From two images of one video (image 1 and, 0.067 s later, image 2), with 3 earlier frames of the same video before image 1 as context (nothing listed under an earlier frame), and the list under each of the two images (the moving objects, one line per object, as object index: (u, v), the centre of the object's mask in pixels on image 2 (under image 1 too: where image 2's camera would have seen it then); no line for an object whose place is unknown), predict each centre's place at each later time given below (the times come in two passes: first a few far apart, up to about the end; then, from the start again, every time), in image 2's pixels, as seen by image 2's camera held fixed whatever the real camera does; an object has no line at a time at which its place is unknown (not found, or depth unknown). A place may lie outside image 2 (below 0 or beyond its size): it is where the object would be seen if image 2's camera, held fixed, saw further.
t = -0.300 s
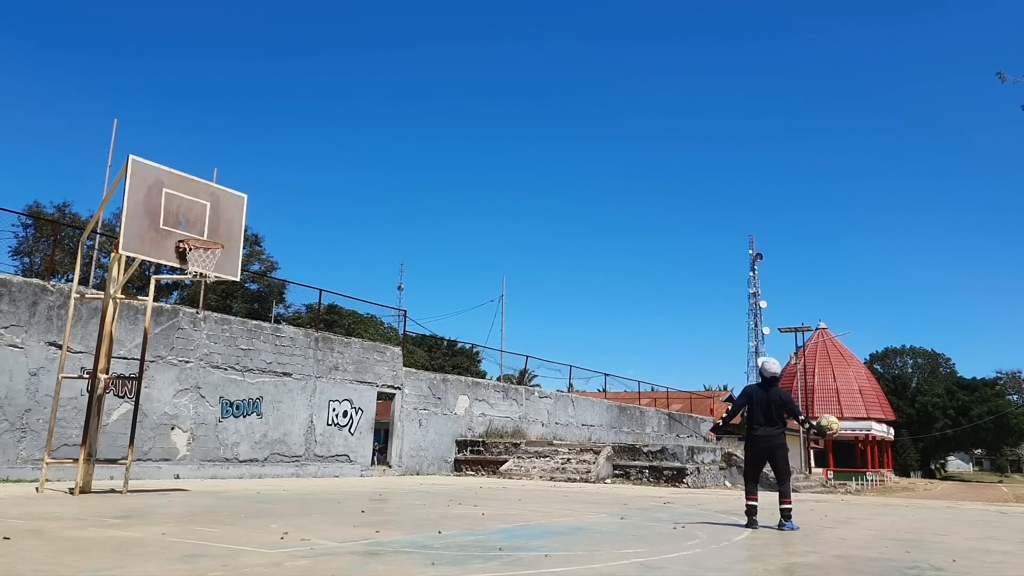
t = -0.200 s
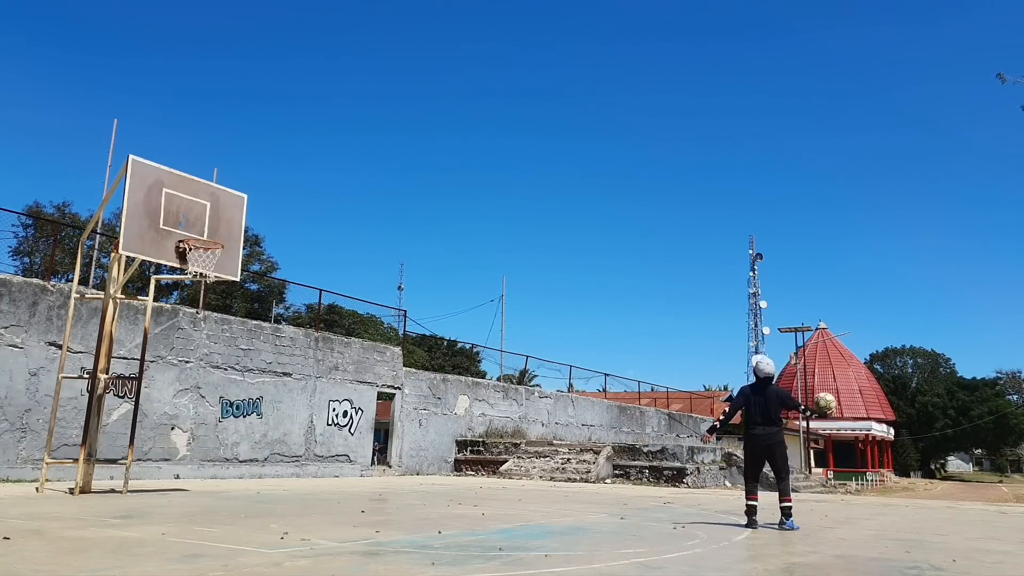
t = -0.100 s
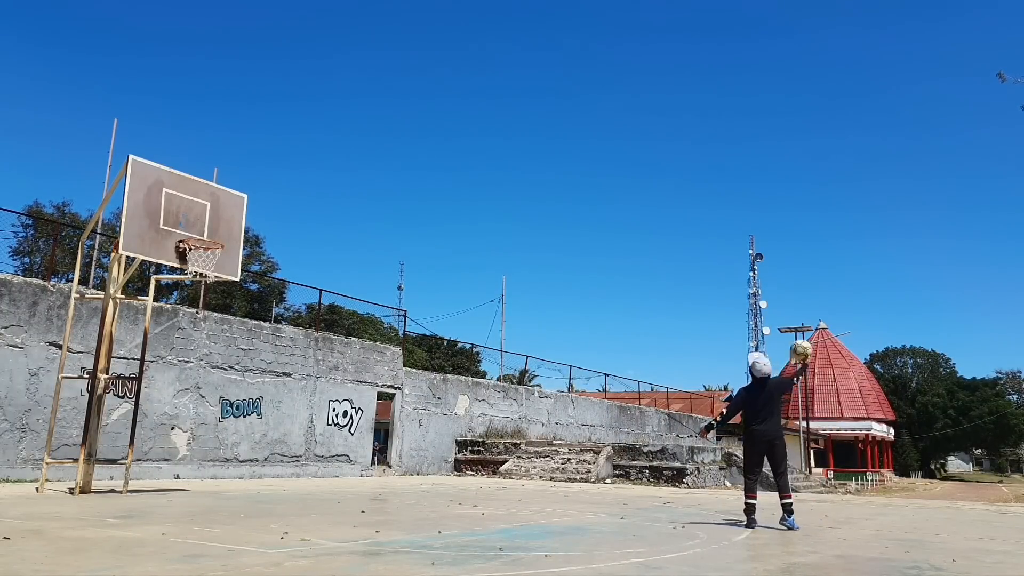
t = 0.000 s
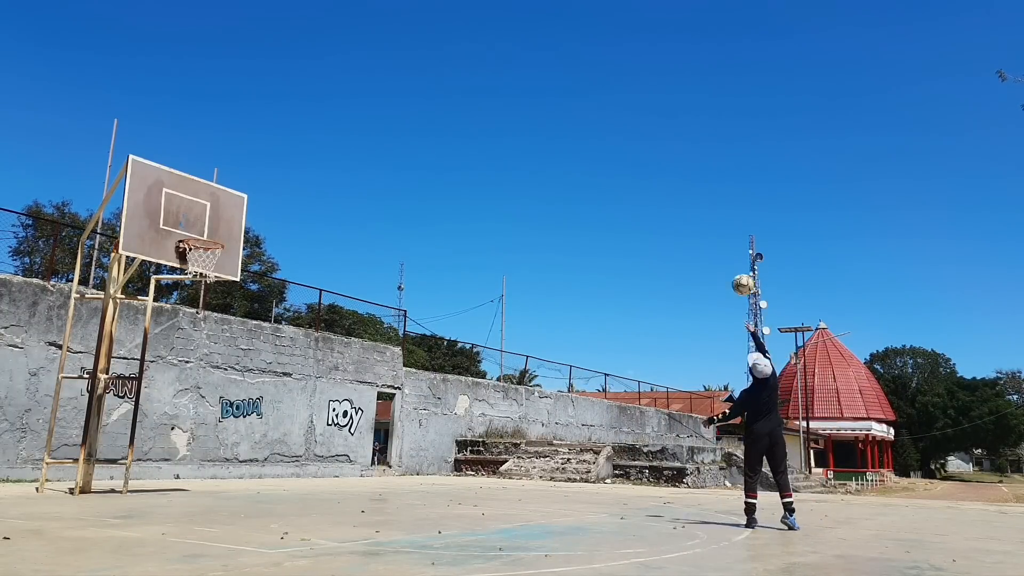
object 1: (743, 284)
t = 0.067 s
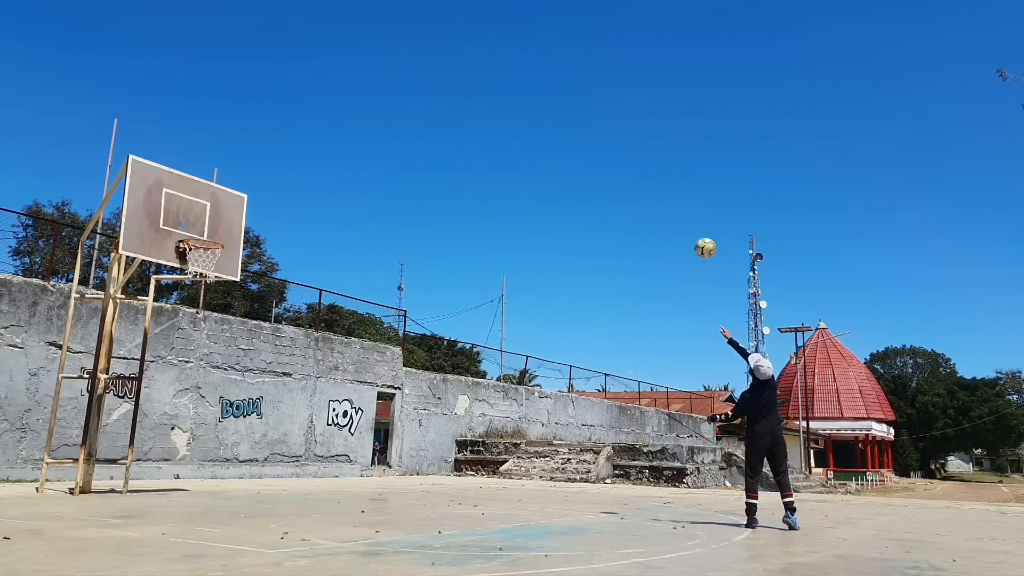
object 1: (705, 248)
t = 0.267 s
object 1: (603, 167)
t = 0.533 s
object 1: (483, 117)
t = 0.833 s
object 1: (360, 129)
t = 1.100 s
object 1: (256, 195)
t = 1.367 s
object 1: (170, 287)
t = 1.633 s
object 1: (110, 400)
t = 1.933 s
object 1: (81, 426)
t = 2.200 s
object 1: (94, 356)
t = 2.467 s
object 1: (100, 345)
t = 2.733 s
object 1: (98, 395)
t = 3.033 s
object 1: (93, 473)
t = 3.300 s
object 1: (102, 407)
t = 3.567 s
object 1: (105, 406)
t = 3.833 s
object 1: (98, 477)
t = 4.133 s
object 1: (102, 444)
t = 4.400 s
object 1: (101, 449)
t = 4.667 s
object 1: (97, 487)
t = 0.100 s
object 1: (687, 231)
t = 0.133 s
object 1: (670, 216)
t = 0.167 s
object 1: (652, 202)
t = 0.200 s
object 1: (635, 190)
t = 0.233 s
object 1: (619, 178)
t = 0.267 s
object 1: (603, 167)
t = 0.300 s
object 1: (587, 158)
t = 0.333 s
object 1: (571, 149)
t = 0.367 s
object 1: (556, 142)
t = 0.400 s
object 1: (541, 135)
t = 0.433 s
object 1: (526, 129)
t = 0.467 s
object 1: (512, 125)
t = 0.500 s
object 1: (497, 120)
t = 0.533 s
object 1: (483, 117)
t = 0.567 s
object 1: (469, 115)
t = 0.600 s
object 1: (455, 114)
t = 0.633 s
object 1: (441, 114)
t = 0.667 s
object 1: (427, 115)
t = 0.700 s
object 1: (414, 116)
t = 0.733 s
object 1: (400, 118)
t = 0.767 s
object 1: (387, 121)
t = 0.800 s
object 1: (374, 125)
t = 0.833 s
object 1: (360, 129)
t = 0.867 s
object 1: (347, 135)
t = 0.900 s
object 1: (334, 142)
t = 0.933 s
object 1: (321, 149)
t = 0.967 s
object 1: (308, 156)
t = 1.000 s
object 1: (295, 165)
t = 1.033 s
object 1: (282, 174)
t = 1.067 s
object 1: (269, 184)
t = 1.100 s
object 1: (256, 195)
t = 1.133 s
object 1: (243, 207)
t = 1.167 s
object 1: (230, 219)
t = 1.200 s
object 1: (216, 232)
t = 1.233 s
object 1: (204, 247)
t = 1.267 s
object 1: (191, 260)
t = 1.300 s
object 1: (184, 267)
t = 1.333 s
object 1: (178, 276)
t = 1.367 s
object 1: (170, 287)
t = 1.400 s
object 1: (163, 297)
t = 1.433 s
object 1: (157, 308)
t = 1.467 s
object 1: (149, 322)
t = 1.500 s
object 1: (141, 335)
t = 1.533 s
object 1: (134, 350)
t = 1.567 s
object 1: (127, 366)
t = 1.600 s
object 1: (117, 383)
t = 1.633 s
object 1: (110, 400)
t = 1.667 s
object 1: (101, 419)
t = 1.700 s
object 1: (92, 439)
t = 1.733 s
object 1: (82, 460)
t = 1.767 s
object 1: (72, 484)
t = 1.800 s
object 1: (69, 485)
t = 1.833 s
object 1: (73, 469)
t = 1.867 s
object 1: (76, 453)
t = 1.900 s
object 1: (78, 440)
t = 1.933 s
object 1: (81, 426)
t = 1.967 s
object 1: (83, 414)
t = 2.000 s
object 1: (85, 403)
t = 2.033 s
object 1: (87, 393)
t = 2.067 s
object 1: (88, 384)
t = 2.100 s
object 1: (90, 375)
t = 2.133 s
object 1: (91, 368)
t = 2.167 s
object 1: (93, 362)
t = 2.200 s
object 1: (94, 356)
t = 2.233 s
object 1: (95, 351)
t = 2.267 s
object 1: (96, 348)
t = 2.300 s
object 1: (97, 345)
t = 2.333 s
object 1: (97, 343)
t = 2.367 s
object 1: (99, 342)
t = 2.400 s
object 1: (99, 341)
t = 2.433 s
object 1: (99, 343)
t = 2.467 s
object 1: (100, 345)
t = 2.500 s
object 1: (100, 347)
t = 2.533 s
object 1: (101, 351)
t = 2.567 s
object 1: (100, 356)
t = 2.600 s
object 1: (100, 362)
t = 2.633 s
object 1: (101, 368)
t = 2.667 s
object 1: (99, 375)
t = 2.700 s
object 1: (99, 385)
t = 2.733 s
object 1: (98, 395)
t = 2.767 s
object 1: (96, 406)
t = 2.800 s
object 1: (96, 418)
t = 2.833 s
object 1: (95, 431)
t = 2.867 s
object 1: (93, 446)
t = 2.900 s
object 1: (92, 461)
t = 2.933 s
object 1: (89, 480)
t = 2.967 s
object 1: (88, 496)
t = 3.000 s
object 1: (90, 486)
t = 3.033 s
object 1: (93, 473)
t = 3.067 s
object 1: (95, 461)
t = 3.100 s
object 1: (95, 451)
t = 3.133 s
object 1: (97, 441)
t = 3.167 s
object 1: (99, 431)
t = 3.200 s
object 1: (100, 423)
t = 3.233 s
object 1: (101, 417)
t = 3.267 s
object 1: (102, 412)
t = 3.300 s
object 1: (102, 407)
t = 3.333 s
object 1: (103, 403)
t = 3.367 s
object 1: (104, 401)
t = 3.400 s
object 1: (105, 399)
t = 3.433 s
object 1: (105, 399)
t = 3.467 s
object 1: (105, 399)
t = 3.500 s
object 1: (105, 401)
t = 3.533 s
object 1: (105, 403)
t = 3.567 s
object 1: (105, 406)
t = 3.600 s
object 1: (104, 412)
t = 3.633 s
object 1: (104, 417)
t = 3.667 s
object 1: (103, 424)
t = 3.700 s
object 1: (103, 433)
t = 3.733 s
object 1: (102, 441)
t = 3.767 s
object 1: (100, 453)
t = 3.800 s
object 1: (100, 464)
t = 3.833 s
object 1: (98, 477)
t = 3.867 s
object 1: (96, 492)
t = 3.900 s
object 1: (96, 498)
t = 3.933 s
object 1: (97, 487)
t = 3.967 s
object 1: (99, 477)
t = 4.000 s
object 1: (100, 467)
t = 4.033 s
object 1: (101, 460)
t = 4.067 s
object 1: (101, 453)
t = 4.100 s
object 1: (102, 448)
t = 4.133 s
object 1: (102, 444)
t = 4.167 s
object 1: (103, 441)
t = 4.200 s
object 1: (103, 438)
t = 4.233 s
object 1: (103, 437)
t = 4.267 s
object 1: (103, 437)
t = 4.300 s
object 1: (103, 438)
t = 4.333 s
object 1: (103, 440)
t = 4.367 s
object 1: (101, 444)
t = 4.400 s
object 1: (101, 449)
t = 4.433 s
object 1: (100, 454)
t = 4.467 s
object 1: (100, 461)
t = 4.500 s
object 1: (99, 469)
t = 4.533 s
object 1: (98, 478)
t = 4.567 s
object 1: (96, 490)
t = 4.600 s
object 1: (94, 502)
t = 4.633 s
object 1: (95, 496)
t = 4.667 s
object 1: (97, 487)
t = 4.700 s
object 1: (98, 480)
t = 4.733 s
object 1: (101, 473)
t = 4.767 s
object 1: (101, 469)
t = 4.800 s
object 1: (102, 465)
